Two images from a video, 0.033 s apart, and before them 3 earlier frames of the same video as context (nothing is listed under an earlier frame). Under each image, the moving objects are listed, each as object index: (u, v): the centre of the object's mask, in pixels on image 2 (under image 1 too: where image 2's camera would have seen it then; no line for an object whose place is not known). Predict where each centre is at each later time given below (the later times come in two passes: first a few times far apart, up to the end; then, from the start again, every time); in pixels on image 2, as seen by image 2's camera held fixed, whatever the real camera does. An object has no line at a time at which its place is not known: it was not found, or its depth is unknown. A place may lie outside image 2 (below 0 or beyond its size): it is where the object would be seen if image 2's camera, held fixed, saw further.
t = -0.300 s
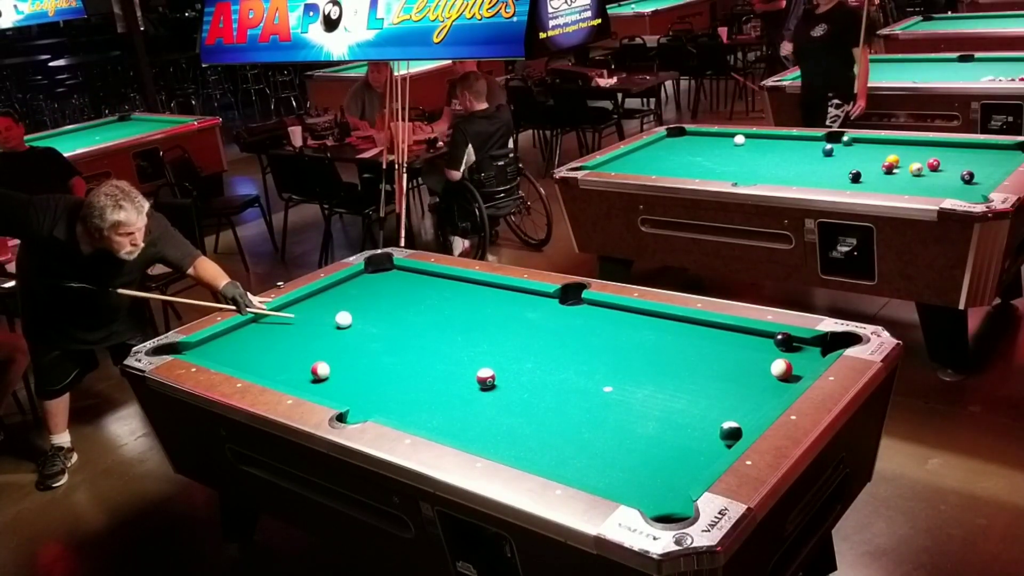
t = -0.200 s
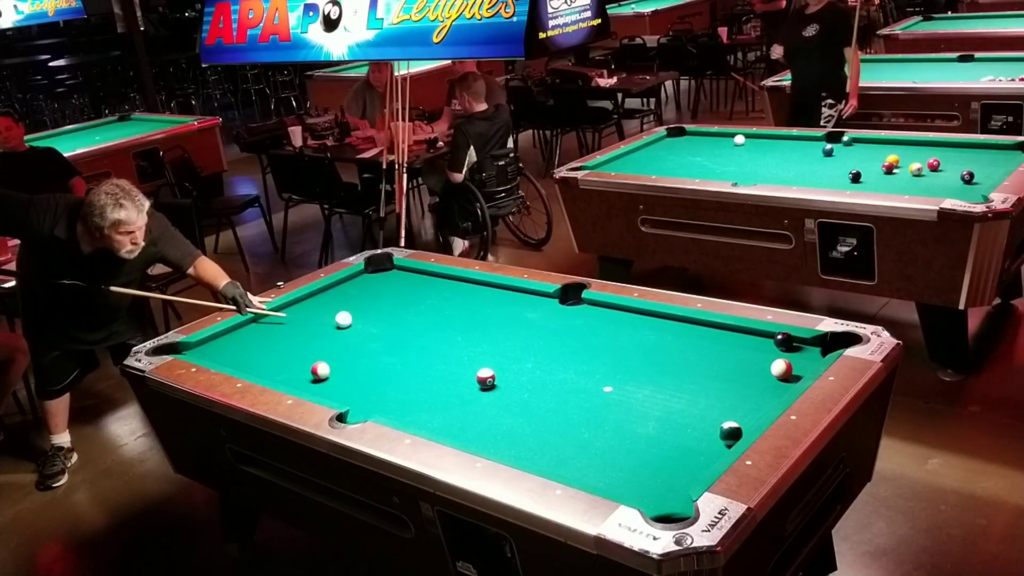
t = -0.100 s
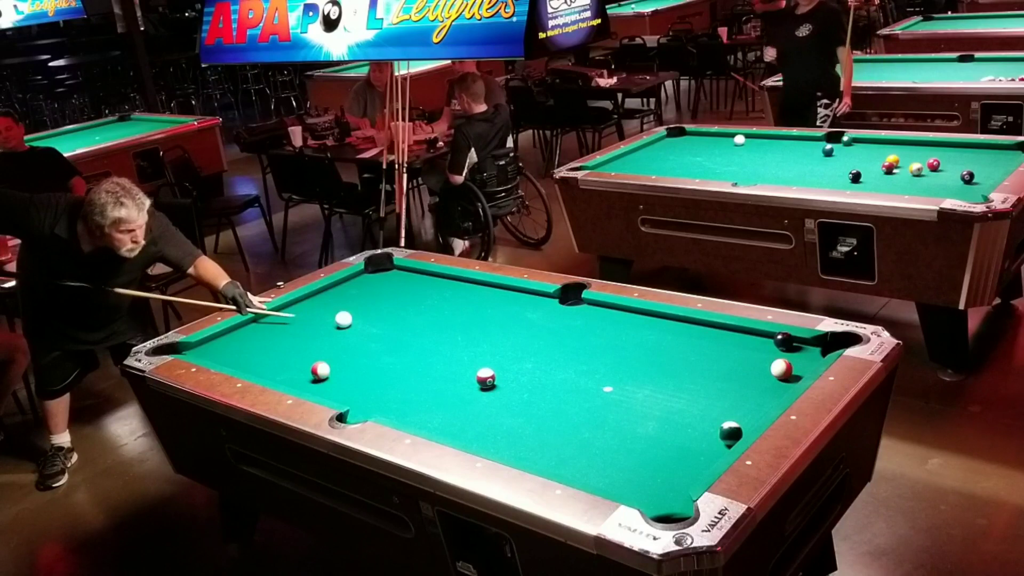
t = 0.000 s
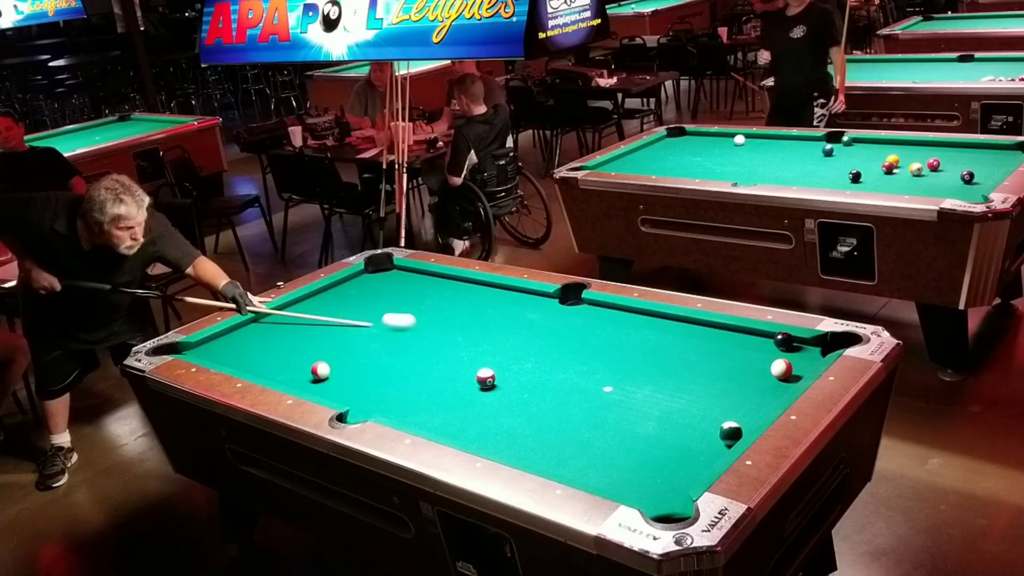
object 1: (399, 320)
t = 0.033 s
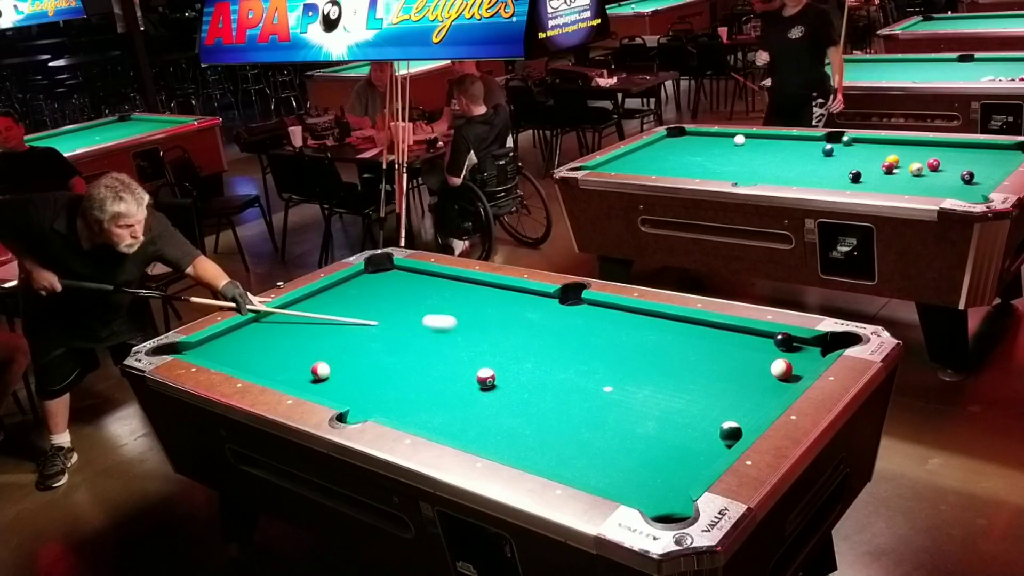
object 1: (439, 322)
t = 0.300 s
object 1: (764, 337)
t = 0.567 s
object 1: (702, 356)
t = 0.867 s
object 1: (625, 376)
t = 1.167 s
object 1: (548, 396)
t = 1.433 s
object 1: (479, 413)
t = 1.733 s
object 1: (427, 421)
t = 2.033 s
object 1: (431, 406)
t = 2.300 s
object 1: (434, 393)
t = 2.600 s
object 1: (437, 381)
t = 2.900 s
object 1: (439, 370)
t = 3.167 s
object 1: (441, 363)
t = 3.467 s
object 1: (442, 355)
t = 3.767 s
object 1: (444, 348)
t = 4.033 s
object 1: (445, 343)
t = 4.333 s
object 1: (446, 339)
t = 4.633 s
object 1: (446, 336)
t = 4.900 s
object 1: (446, 334)
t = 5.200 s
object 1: (446, 333)
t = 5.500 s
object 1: (446, 332)
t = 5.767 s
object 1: (446, 332)
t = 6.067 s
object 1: (446, 332)
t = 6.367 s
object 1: (446, 332)
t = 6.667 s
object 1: (446, 332)
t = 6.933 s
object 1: (446, 332)
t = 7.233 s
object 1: (446, 332)
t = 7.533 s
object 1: (446, 332)
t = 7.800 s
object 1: (446, 332)
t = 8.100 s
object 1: (446, 332)
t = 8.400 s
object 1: (446, 332)
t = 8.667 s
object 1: (446, 332)
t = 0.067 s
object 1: (481, 324)
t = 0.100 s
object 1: (523, 325)
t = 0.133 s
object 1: (566, 327)
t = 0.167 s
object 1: (610, 329)
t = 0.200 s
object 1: (654, 331)
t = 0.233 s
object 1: (700, 333)
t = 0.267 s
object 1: (747, 334)
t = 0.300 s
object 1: (764, 337)
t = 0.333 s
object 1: (758, 340)
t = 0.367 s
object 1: (751, 343)
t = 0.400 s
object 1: (744, 346)
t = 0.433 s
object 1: (736, 348)
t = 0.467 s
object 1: (727, 350)
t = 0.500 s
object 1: (719, 352)
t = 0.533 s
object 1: (710, 354)
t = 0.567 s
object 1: (702, 356)
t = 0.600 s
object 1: (693, 358)
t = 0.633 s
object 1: (684, 361)
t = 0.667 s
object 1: (676, 363)
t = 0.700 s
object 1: (667, 365)
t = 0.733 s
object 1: (659, 367)
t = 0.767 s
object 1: (650, 369)
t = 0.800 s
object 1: (642, 371)
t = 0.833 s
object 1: (633, 373)
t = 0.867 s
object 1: (625, 376)
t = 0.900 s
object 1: (616, 378)
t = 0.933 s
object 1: (608, 380)
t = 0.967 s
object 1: (599, 382)
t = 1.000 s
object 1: (591, 384)
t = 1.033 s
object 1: (582, 387)
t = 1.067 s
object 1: (574, 389)
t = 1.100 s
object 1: (565, 391)
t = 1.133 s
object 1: (556, 393)
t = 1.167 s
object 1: (548, 396)
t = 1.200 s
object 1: (539, 398)
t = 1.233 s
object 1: (531, 400)
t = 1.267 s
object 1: (522, 402)
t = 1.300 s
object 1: (514, 404)
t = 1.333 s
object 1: (505, 407)
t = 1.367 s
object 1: (496, 409)
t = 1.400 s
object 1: (488, 411)
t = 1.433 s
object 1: (479, 413)
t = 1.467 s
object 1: (470, 415)
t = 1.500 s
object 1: (462, 417)
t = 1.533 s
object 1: (453, 420)
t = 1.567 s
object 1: (445, 422)
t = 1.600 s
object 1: (436, 424)
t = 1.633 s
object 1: (428, 424)
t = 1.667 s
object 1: (426, 423)
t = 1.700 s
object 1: (427, 422)
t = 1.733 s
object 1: (427, 421)
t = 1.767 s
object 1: (428, 420)
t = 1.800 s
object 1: (428, 418)
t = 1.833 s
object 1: (428, 416)
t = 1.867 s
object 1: (429, 414)
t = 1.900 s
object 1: (429, 413)
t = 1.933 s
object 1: (429, 411)
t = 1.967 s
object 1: (430, 409)
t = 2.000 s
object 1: (430, 407)
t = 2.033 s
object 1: (431, 406)
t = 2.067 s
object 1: (431, 404)
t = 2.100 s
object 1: (432, 403)
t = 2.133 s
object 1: (432, 401)
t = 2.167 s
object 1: (432, 399)
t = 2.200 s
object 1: (433, 398)
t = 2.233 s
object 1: (433, 396)
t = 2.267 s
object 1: (433, 395)
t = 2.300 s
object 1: (434, 393)
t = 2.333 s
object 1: (434, 392)
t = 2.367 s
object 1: (434, 390)
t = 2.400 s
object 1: (435, 389)
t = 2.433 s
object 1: (435, 388)
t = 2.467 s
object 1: (435, 386)
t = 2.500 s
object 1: (436, 385)
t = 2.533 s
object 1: (436, 384)
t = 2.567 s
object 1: (436, 382)
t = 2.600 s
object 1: (437, 381)
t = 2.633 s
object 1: (437, 380)
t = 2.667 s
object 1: (437, 379)
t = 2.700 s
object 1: (437, 377)
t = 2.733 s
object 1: (438, 376)
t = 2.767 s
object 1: (438, 375)
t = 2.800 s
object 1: (438, 374)
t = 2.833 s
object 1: (438, 373)
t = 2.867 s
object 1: (439, 372)
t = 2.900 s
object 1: (439, 370)
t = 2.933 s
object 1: (439, 369)
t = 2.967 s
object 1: (440, 368)
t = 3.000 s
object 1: (440, 367)
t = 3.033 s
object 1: (440, 366)
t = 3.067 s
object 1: (440, 365)
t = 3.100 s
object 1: (440, 364)
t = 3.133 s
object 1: (441, 363)
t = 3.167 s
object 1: (441, 363)
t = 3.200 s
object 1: (441, 362)
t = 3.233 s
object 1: (441, 361)
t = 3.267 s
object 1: (441, 360)
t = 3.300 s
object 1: (441, 359)
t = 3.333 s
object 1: (442, 358)
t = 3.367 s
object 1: (442, 357)
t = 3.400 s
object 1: (442, 356)
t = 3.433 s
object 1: (442, 356)
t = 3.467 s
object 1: (442, 355)
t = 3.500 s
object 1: (443, 354)
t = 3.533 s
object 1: (443, 353)
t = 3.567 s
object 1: (443, 352)
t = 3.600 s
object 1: (443, 352)
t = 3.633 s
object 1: (443, 351)
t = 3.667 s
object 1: (443, 350)
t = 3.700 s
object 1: (443, 349)
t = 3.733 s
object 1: (444, 349)
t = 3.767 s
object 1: (444, 348)
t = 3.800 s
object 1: (444, 348)
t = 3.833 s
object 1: (444, 347)
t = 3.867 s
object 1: (444, 346)
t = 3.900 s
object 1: (444, 346)
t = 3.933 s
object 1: (444, 345)
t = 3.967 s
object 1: (444, 345)
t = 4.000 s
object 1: (444, 344)
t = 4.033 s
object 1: (445, 343)
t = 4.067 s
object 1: (445, 343)
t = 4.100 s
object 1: (445, 342)
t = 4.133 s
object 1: (445, 342)
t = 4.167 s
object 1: (445, 341)
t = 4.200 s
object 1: (445, 341)
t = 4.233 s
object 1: (445, 340)
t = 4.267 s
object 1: (446, 340)
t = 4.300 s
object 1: (446, 340)
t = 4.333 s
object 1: (446, 339)
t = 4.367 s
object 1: (446, 339)
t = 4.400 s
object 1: (446, 338)
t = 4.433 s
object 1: (446, 338)
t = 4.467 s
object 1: (446, 338)
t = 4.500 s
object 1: (446, 337)
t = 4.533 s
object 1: (446, 337)
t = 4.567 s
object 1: (446, 336)
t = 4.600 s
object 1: (446, 336)
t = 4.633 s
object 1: (446, 336)
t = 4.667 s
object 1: (446, 336)
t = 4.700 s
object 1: (446, 335)
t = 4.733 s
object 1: (446, 335)
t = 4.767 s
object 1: (446, 335)
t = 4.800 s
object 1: (446, 335)
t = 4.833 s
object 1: (446, 335)
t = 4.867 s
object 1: (446, 334)
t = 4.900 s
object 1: (446, 334)
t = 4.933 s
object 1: (446, 334)
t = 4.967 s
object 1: (446, 334)
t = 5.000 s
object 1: (446, 334)
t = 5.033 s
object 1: (446, 333)
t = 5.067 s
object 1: (446, 333)
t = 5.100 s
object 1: (446, 333)
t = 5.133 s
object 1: (446, 333)
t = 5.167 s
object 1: (446, 333)
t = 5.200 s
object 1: (446, 333)
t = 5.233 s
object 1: (446, 333)
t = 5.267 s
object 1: (446, 333)
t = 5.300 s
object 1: (446, 333)
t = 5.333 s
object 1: (446, 333)
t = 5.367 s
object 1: (446, 333)
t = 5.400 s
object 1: (446, 333)
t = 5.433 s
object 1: (446, 333)
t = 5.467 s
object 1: (446, 332)
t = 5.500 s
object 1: (446, 332)
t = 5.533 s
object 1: (446, 332)
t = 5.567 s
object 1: (446, 332)
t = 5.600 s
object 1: (446, 332)
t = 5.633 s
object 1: (446, 332)
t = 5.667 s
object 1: (446, 332)
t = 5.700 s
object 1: (446, 332)
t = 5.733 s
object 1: (446, 332)
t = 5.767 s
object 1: (446, 332)
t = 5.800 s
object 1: (446, 332)
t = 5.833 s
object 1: (446, 332)
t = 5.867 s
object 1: (446, 332)
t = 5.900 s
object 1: (446, 332)
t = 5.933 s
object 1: (446, 332)
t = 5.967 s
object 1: (446, 332)
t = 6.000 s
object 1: (446, 332)
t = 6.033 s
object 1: (446, 332)
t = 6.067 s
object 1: (446, 332)
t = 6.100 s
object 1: (446, 332)
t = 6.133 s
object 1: (446, 332)
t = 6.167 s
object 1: (446, 332)
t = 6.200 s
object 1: (446, 332)
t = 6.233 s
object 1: (446, 332)
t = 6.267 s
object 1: (446, 332)
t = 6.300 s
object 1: (446, 332)
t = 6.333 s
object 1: (446, 332)
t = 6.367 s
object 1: (446, 332)
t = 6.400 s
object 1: (446, 332)
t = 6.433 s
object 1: (446, 332)
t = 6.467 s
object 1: (446, 332)
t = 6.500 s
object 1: (446, 332)
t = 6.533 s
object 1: (446, 332)
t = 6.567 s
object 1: (446, 332)
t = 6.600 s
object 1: (446, 332)
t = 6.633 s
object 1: (446, 332)
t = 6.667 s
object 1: (446, 332)
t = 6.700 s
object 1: (446, 332)
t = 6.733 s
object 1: (446, 332)
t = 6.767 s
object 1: (446, 332)
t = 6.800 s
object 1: (446, 332)
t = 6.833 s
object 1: (446, 332)
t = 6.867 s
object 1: (446, 332)
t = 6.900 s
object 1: (446, 332)
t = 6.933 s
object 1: (446, 332)
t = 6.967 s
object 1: (446, 332)
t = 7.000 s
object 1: (446, 332)
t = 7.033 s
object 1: (446, 332)
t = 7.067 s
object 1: (446, 332)
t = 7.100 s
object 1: (446, 332)
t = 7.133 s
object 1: (446, 332)
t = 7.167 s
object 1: (446, 332)
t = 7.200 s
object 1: (446, 332)
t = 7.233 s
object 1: (446, 332)
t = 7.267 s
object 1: (446, 332)
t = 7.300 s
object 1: (446, 332)
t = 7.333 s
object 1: (446, 332)
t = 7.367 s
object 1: (446, 332)
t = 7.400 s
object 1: (446, 332)
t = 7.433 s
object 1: (446, 332)
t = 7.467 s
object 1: (446, 332)
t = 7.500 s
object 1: (446, 332)
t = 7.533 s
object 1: (446, 332)
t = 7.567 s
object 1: (446, 332)
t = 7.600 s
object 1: (446, 332)
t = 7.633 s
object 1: (446, 332)
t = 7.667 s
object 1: (446, 332)
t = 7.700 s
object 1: (446, 332)
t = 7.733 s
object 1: (446, 332)
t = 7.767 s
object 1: (446, 332)
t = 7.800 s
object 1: (446, 332)
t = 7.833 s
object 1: (446, 332)
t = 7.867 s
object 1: (446, 332)
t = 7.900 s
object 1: (446, 332)
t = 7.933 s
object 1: (446, 332)
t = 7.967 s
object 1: (446, 332)
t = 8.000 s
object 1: (446, 332)
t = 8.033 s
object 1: (446, 332)
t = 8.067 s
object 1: (446, 332)
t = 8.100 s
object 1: (446, 332)
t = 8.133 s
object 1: (446, 332)
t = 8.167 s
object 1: (446, 332)
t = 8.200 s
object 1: (446, 332)
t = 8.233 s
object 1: (446, 332)
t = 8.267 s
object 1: (446, 332)
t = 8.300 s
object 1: (446, 332)
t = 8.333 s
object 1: (446, 332)
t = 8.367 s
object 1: (446, 332)
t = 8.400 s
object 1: (446, 332)
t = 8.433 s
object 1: (446, 332)
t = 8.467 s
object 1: (446, 332)
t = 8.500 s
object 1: (446, 332)
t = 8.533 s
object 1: (446, 332)
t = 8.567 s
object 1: (446, 332)
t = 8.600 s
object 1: (446, 332)
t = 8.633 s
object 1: (446, 332)
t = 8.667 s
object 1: (446, 332)
